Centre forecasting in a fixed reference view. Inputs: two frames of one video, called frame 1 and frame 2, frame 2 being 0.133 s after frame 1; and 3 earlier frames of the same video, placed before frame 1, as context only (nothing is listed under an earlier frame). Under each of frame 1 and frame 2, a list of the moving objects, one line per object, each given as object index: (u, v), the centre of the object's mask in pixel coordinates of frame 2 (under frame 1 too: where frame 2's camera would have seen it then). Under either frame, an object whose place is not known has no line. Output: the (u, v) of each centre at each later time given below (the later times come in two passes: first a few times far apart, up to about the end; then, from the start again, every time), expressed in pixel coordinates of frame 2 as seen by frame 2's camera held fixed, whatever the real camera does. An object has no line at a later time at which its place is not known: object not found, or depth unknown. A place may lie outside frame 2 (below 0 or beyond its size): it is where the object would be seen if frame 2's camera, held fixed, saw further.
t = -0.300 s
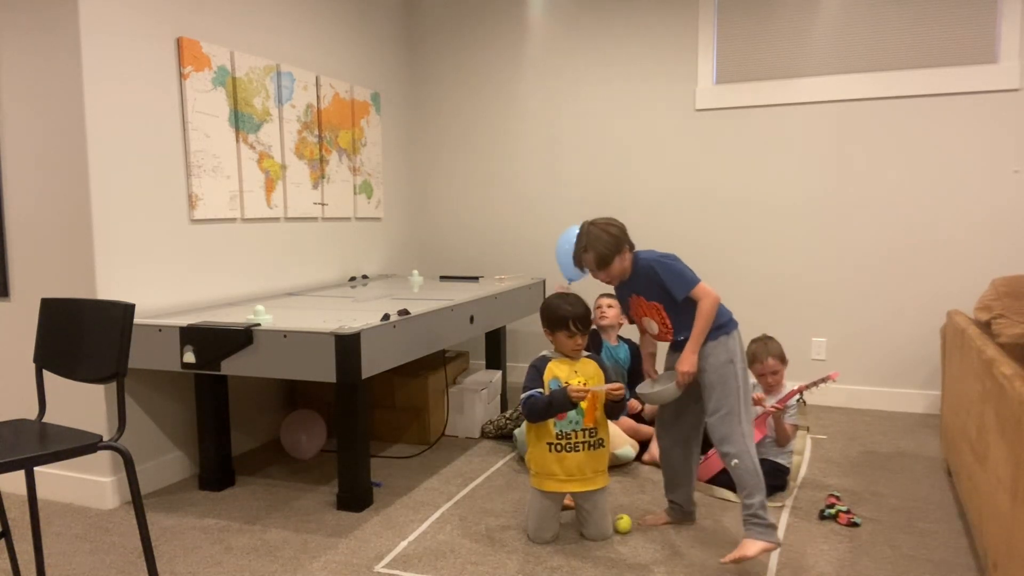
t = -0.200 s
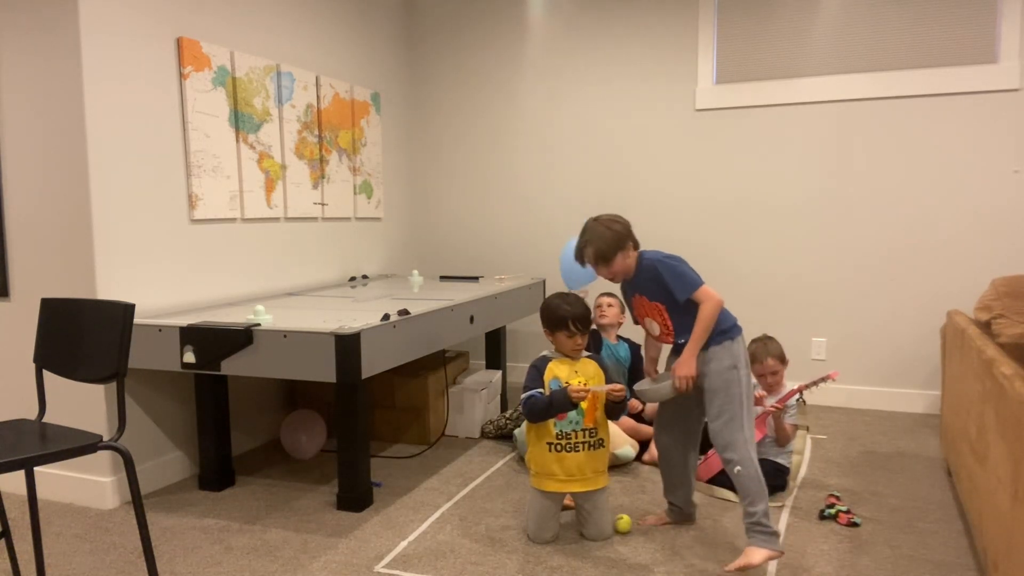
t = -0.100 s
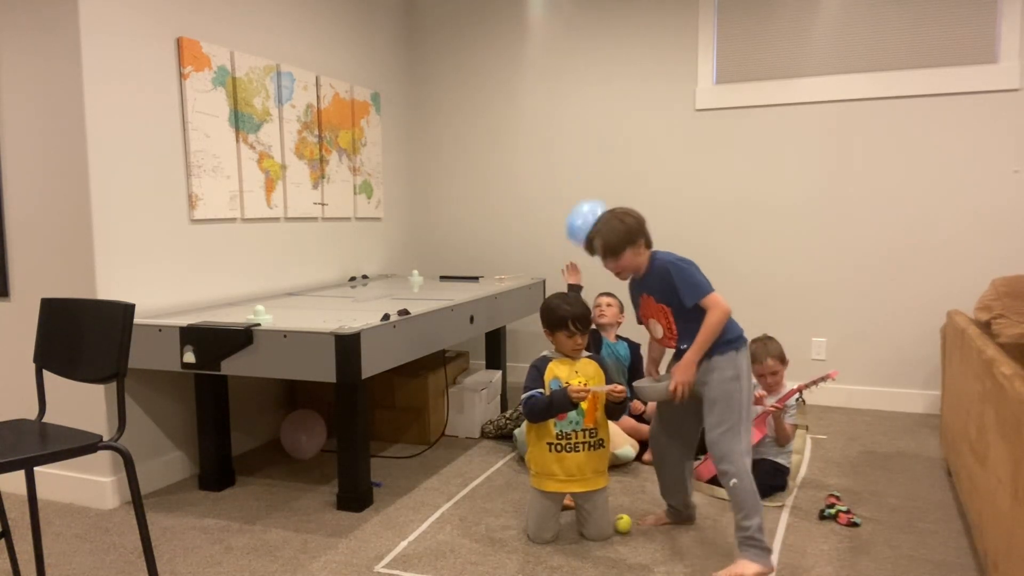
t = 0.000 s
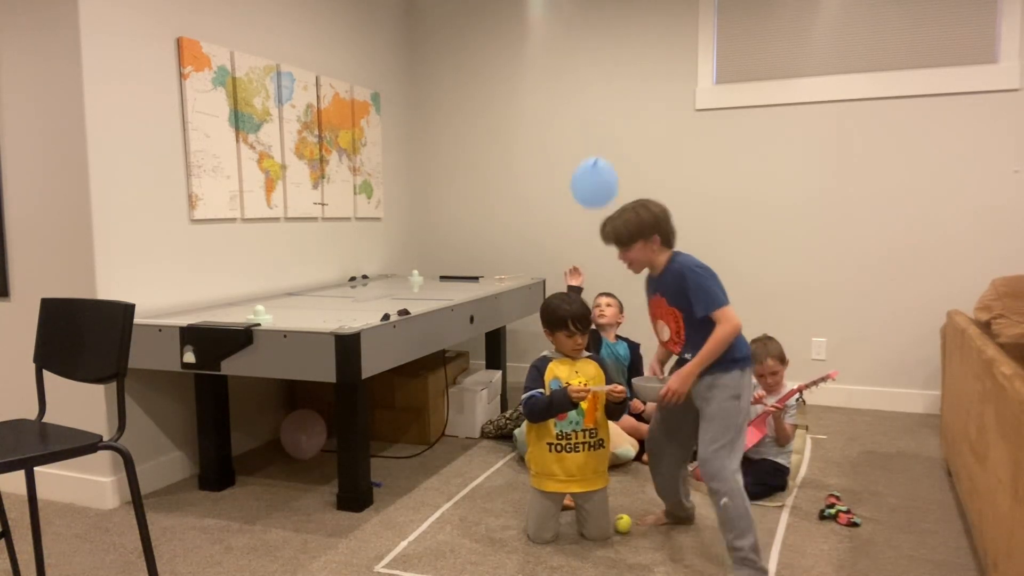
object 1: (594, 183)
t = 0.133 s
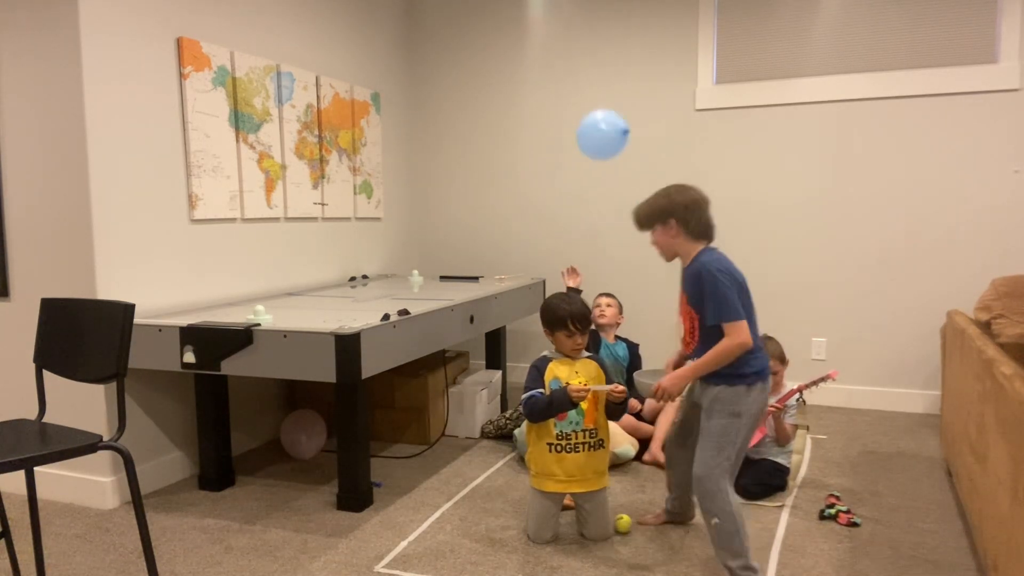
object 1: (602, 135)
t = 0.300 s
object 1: (617, 95)
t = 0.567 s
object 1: (635, 63)
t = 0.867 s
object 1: (649, 59)
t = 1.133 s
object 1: (656, 80)
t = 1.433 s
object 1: (660, 127)
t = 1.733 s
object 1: (668, 187)
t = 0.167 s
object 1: (605, 125)
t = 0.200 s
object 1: (608, 116)
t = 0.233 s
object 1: (611, 108)
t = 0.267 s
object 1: (614, 101)
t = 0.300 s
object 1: (617, 95)
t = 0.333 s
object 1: (619, 89)
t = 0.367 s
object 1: (622, 83)
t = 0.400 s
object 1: (624, 79)
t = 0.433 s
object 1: (626, 75)
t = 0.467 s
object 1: (628, 71)
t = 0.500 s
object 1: (630, 67)
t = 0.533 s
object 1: (633, 65)
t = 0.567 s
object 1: (635, 63)
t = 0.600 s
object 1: (637, 60)
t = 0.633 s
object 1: (639, 59)
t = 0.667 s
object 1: (640, 58)
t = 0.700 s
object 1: (642, 57)
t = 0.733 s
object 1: (644, 57)
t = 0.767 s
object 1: (645, 57)
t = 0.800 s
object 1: (647, 58)
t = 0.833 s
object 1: (648, 58)
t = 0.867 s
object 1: (649, 59)
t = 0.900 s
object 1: (650, 61)
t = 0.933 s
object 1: (652, 62)
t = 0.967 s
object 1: (652, 64)
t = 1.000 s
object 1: (653, 67)
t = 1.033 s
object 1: (654, 70)
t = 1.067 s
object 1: (655, 72)
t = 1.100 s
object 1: (655, 76)
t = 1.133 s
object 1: (656, 80)
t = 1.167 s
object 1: (656, 84)
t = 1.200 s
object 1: (656, 88)
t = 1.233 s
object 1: (657, 93)
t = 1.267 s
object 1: (657, 98)
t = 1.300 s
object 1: (657, 103)
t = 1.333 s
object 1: (658, 109)
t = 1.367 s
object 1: (658, 115)
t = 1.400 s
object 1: (659, 121)
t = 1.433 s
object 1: (660, 127)
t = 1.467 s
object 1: (660, 133)
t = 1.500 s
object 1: (661, 139)
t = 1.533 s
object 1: (662, 146)
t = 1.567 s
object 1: (663, 153)
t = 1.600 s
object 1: (664, 160)
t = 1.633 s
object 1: (665, 167)
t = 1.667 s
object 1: (666, 174)
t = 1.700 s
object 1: (667, 181)
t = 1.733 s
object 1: (668, 187)
